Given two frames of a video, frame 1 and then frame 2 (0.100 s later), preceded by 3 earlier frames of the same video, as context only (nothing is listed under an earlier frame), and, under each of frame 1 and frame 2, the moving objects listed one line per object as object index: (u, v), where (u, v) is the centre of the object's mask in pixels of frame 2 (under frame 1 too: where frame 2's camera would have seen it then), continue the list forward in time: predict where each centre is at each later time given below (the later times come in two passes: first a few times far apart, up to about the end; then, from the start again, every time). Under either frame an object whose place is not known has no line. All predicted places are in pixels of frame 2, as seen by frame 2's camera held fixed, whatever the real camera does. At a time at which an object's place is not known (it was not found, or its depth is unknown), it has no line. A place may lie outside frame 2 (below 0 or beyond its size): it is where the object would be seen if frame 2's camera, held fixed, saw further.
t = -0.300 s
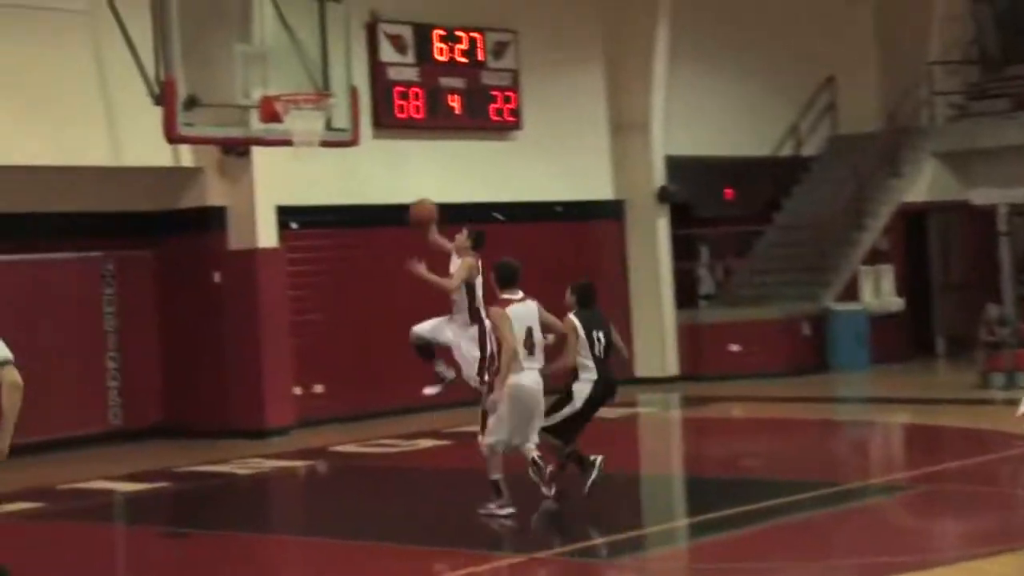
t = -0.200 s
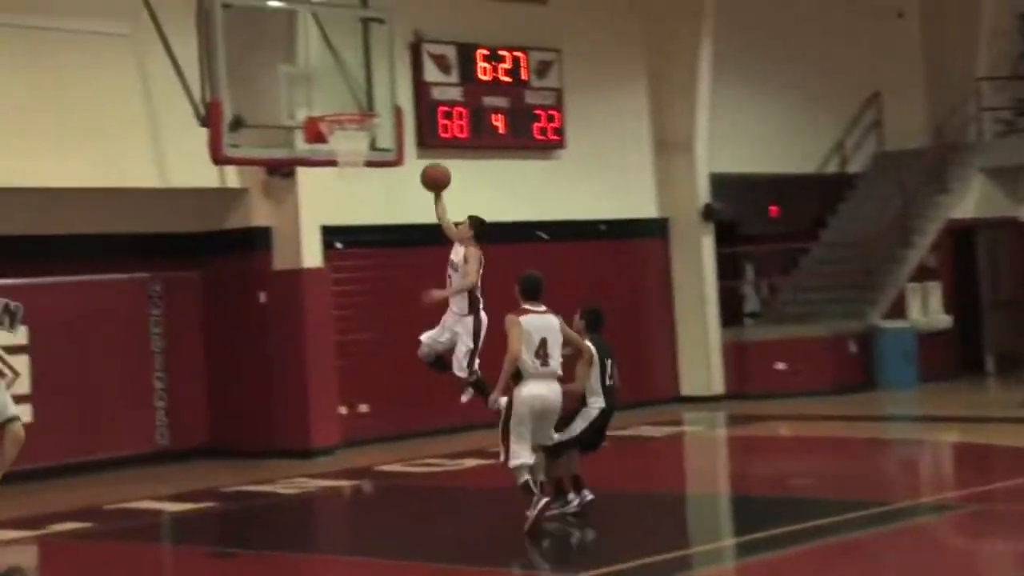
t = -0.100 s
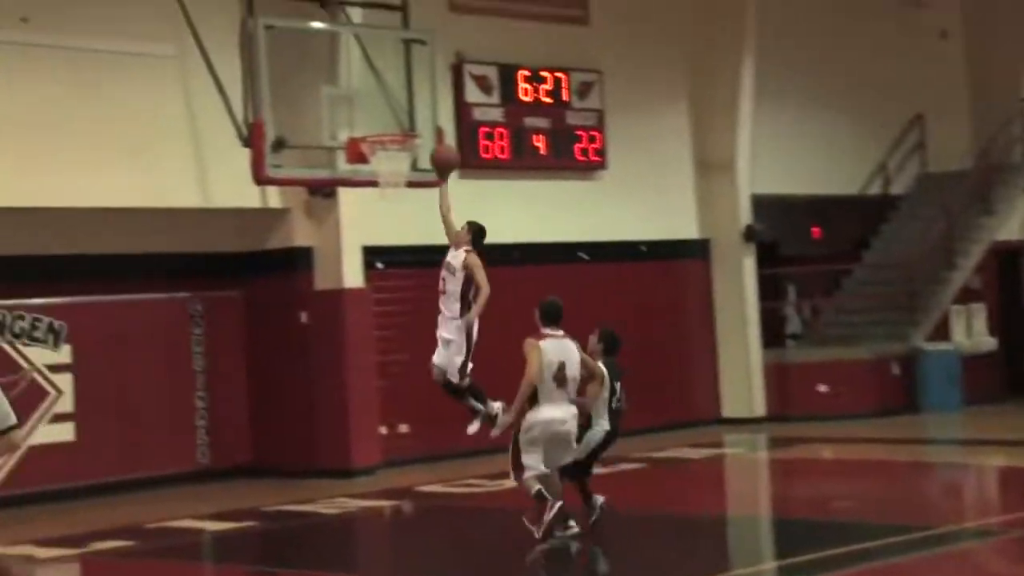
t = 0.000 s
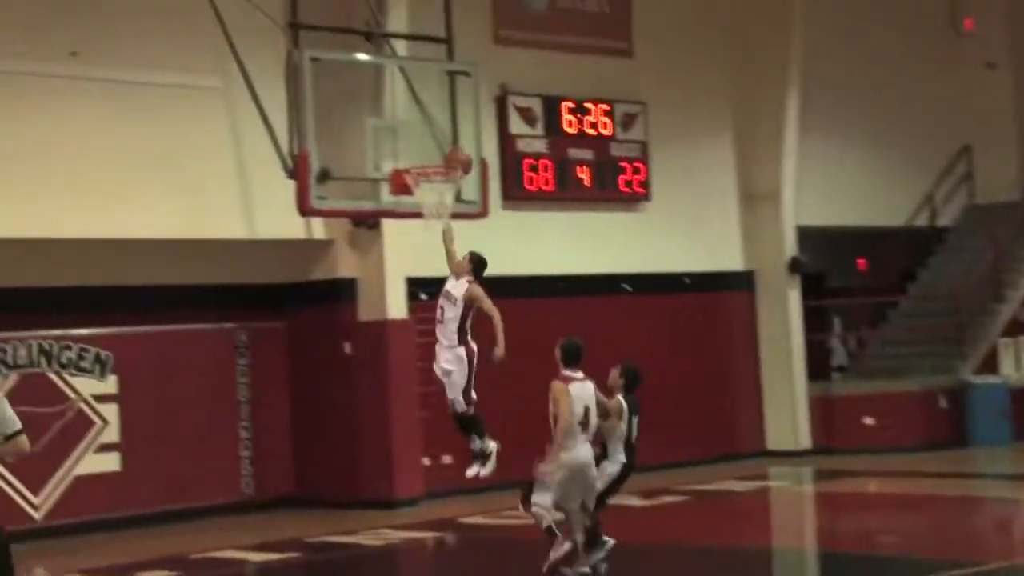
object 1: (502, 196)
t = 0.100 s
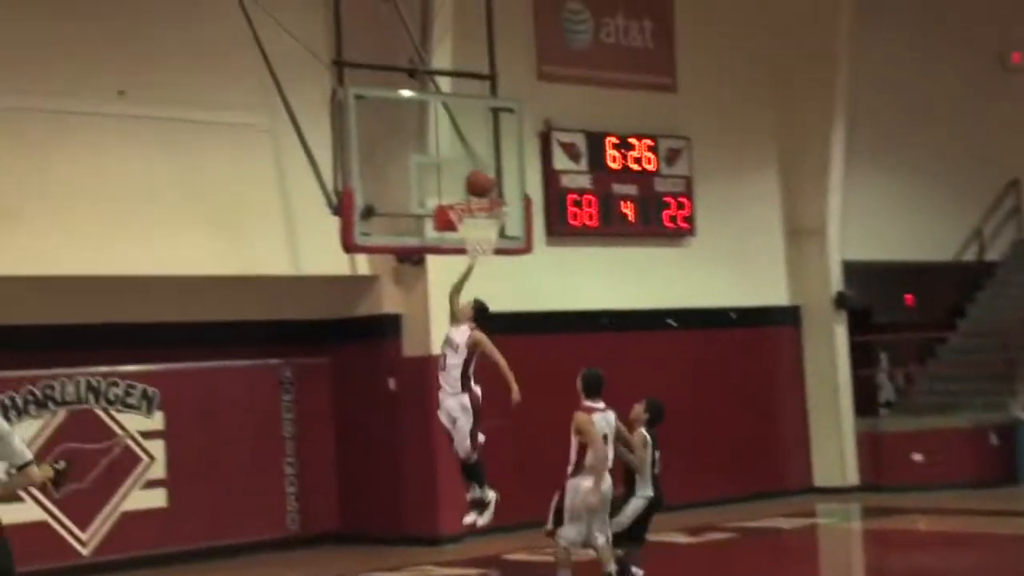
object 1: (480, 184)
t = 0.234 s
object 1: (482, 179)
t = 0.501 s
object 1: (470, 223)
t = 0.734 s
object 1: (455, 262)
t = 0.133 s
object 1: (480, 182)
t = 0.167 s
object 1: (481, 179)
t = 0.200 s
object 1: (481, 179)
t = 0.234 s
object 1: (482, 179)
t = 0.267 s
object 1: (484, 181)
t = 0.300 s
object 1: (486, 185)
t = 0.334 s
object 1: (487, 188)
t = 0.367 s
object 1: (488, 191)
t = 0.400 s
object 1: (485, 195)
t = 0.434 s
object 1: (480, 198)
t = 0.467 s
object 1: (477, 219)
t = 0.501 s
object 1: (470, 223)
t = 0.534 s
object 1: (465, 226)
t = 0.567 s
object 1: (465, 231)
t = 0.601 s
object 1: (459, 254)
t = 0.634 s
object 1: (457, 254)
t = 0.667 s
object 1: (457, 255)
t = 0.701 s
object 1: (456, 257)
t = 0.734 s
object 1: (455, 262)
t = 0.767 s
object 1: (454, 271)
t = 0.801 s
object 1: (453, 280)
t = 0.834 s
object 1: (453, 291)
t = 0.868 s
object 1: (452, 304)
